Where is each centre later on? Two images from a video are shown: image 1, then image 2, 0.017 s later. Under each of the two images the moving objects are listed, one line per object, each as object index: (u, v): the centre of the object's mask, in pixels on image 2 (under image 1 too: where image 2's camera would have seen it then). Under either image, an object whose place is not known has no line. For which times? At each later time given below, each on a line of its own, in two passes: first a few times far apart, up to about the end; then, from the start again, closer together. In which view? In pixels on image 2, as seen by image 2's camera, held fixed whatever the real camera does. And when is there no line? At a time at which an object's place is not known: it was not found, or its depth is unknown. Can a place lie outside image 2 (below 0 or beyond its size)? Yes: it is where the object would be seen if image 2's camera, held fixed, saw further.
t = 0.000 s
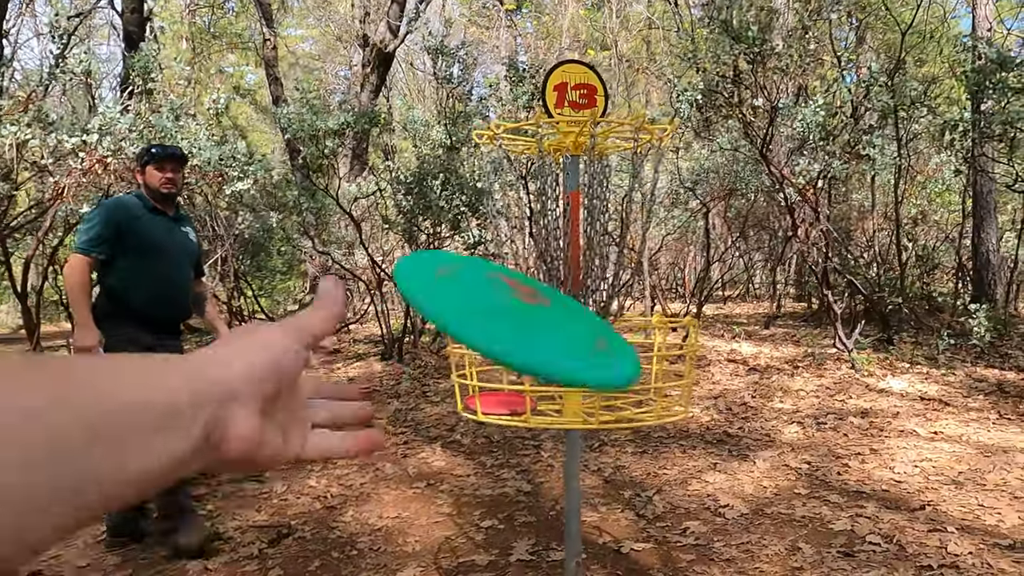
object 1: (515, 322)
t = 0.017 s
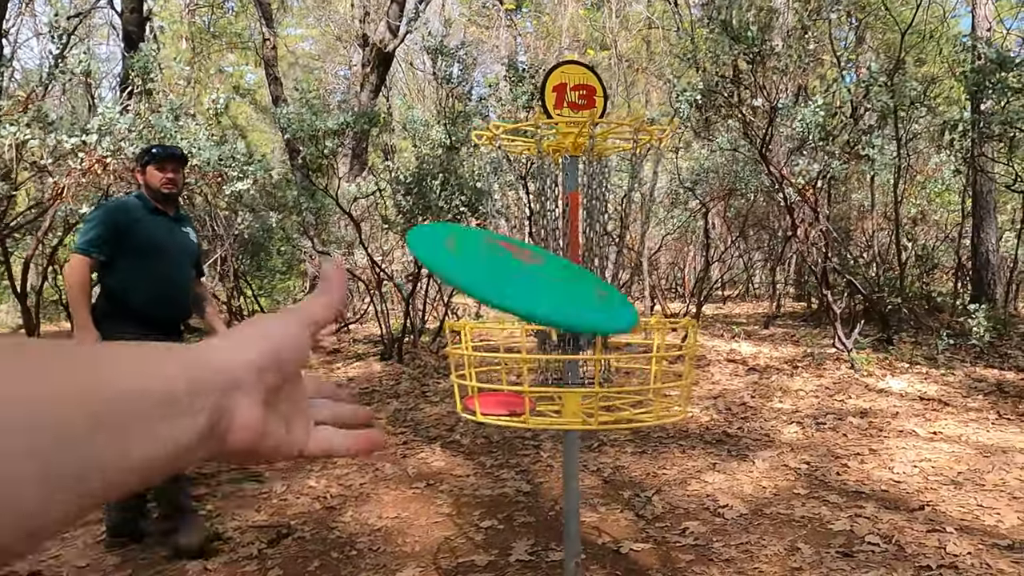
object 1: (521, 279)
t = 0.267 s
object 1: (563, 159)
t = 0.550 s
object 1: (600, 295)
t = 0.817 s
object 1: (602, 323)
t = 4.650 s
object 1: (608, 411)
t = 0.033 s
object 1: (527, 246)
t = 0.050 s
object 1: (531, 219)
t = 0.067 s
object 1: (535, 197)
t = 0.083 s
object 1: (539, 181)
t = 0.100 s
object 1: (541, 168)
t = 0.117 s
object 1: (543, 158)
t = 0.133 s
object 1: (545, 151)
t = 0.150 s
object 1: (547, 146)
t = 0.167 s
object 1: (549, 143)
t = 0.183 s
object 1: (552, 142)
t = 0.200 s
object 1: (554, 143)
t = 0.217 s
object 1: (556, 145)
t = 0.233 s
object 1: (558, 149)
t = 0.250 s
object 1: (560, 153)
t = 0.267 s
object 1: (563, 159)
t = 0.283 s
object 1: (565, 166)
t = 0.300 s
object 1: (566, 173)
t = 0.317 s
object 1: (568, 180)
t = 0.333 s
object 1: (569, 189)
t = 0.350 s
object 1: (570, 198)
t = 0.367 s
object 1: (572, 207)
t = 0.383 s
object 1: (573, 216)
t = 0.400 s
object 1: (574, 225)
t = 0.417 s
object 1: (576, 234)
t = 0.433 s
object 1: (578, 244)
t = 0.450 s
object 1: (581, 253)
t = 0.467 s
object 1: (585, 262)
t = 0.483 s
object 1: (589, 272)
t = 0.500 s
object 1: (593, 281)
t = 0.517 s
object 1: (598, 290)
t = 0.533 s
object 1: (600, 294)
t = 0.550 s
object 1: (600, 295)
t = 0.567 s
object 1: (599, 298)
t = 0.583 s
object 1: (599, 297)
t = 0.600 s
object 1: (599, 303)
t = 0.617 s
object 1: (598, 302)
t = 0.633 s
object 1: (599, 306)
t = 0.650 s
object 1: (598, 305)
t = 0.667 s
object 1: (599, 305)
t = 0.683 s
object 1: (599, 312)
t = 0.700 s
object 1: (599, 314)
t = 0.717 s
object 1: (599, 313)
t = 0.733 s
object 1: (599, 314)
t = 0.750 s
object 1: (599, 317)
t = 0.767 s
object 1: (600, 319)
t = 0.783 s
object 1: (601, 317)
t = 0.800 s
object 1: (602, 320)
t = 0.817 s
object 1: (602, 323)
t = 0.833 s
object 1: (601, 332)
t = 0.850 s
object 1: (602, 336)
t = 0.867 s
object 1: (602, 346)
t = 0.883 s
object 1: (603, 352)
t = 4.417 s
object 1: (608, 411)
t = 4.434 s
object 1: (608, 411)
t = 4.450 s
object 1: (608, 411)
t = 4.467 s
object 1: (608, 411)
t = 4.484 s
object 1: (608, 411)
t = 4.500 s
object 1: (608, 411)
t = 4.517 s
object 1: (608, 411)
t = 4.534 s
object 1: (608, 411)
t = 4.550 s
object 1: (608, 412)
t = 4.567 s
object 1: (608, 411)
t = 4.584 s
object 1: (608, 412)
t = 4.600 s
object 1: (608, 412)
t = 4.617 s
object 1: (608, 412)
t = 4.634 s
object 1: (608, 411)
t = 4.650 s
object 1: (608, 411)
